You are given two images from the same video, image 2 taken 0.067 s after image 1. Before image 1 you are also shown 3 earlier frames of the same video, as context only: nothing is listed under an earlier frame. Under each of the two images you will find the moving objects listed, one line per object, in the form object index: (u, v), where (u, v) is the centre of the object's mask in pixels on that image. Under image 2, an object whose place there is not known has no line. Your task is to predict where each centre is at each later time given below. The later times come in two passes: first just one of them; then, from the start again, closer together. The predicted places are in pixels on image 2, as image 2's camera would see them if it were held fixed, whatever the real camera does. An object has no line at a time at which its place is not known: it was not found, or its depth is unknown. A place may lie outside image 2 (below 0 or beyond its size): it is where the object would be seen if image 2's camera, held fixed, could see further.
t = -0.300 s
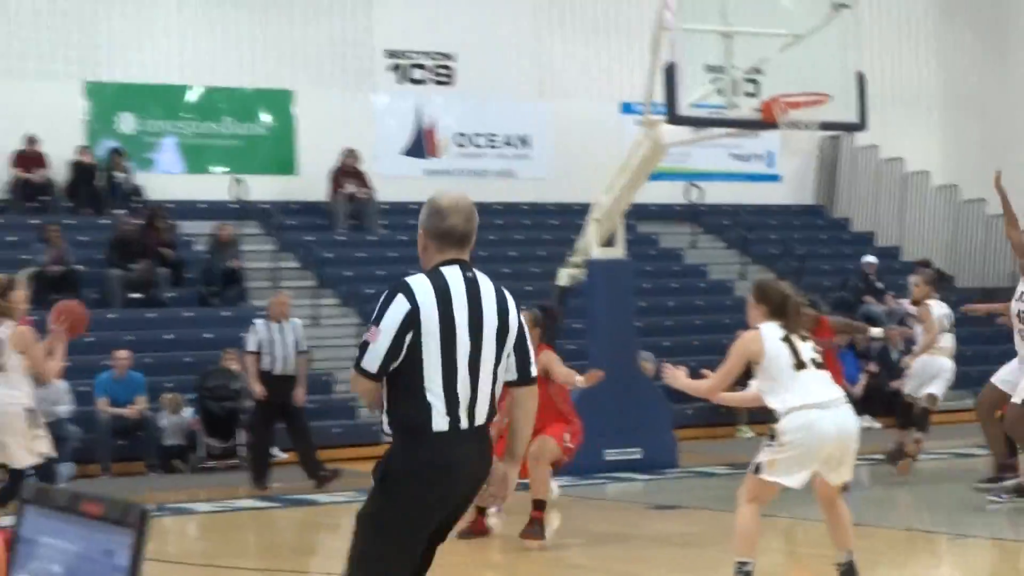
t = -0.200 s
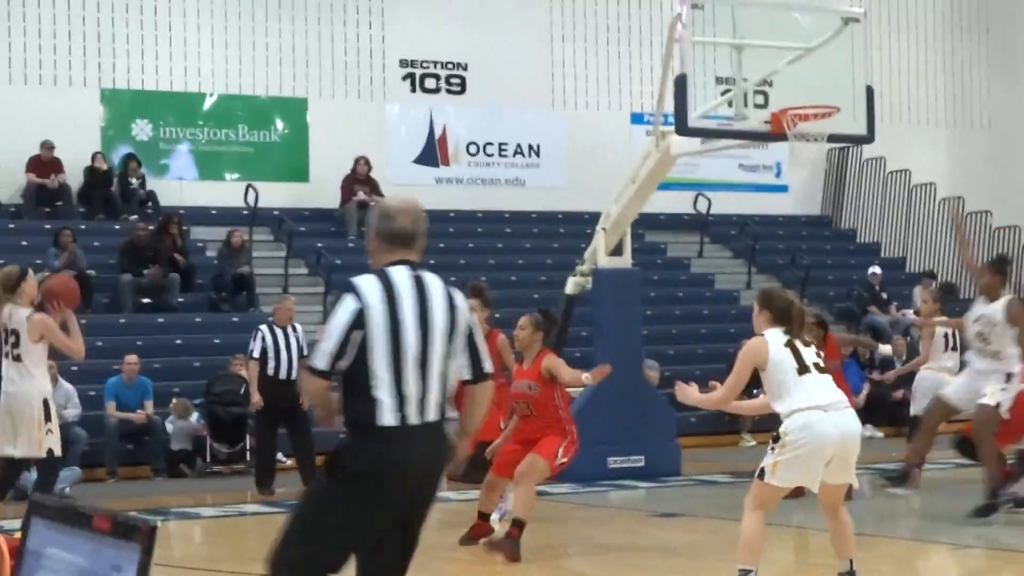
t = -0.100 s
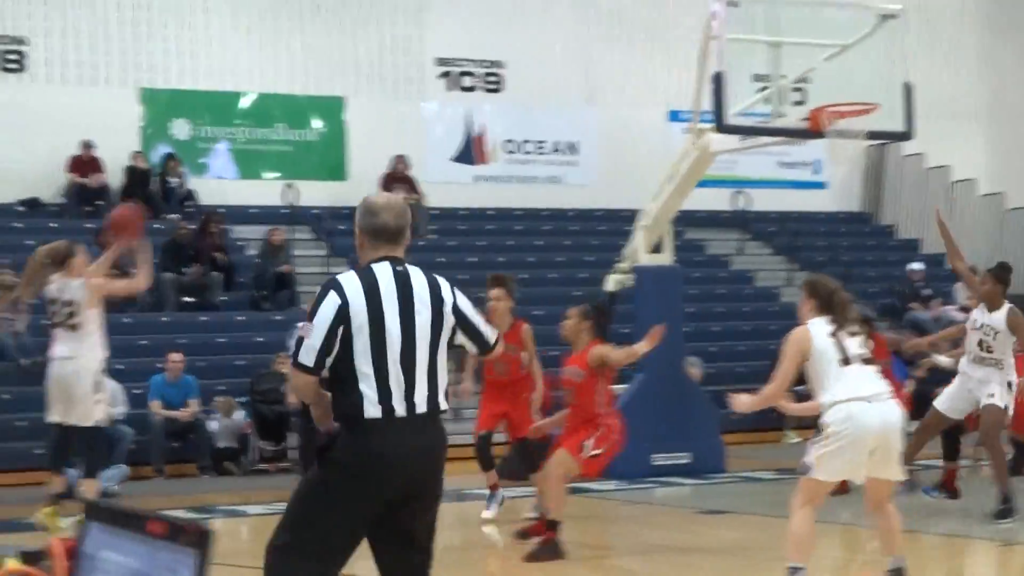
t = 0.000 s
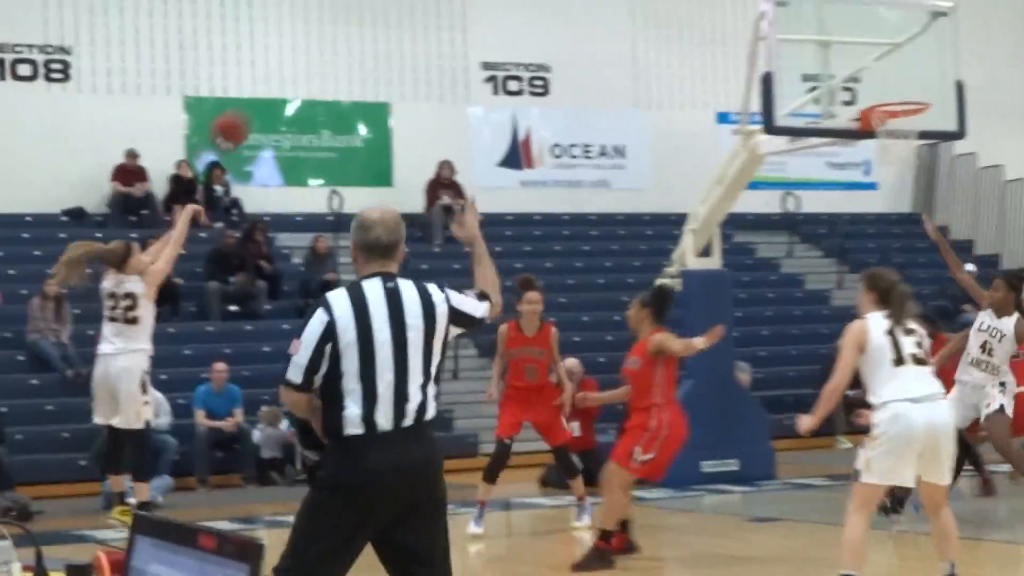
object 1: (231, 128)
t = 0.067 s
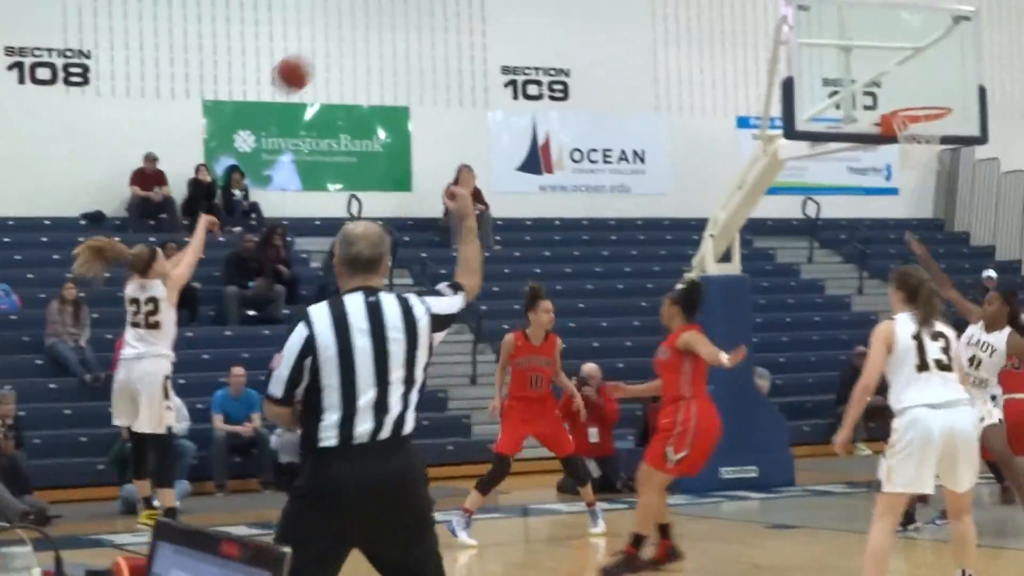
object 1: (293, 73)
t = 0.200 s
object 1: (380, -8)
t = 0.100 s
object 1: (315, 46)
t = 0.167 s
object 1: (357, 2)
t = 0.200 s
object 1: (380, -8)
